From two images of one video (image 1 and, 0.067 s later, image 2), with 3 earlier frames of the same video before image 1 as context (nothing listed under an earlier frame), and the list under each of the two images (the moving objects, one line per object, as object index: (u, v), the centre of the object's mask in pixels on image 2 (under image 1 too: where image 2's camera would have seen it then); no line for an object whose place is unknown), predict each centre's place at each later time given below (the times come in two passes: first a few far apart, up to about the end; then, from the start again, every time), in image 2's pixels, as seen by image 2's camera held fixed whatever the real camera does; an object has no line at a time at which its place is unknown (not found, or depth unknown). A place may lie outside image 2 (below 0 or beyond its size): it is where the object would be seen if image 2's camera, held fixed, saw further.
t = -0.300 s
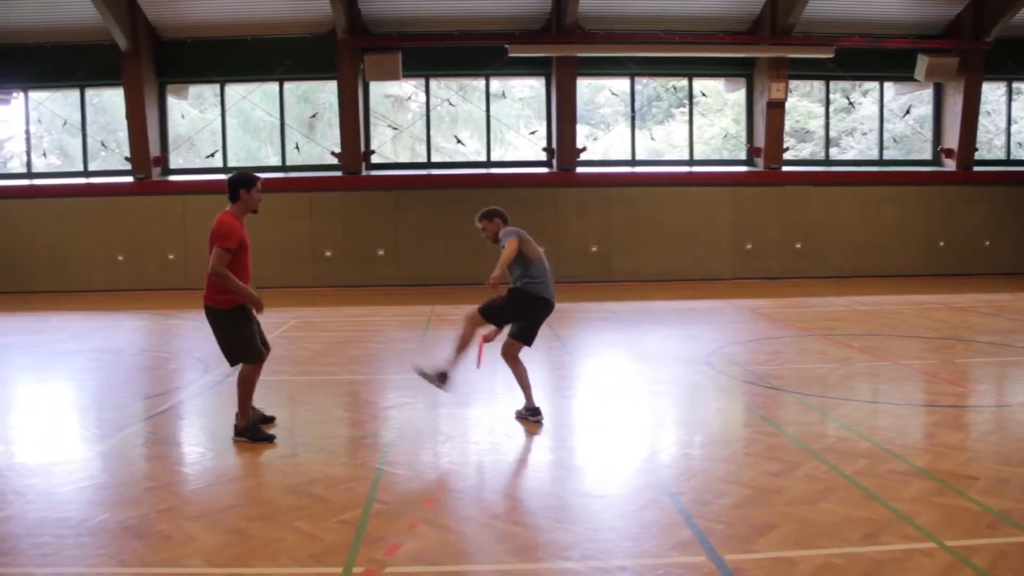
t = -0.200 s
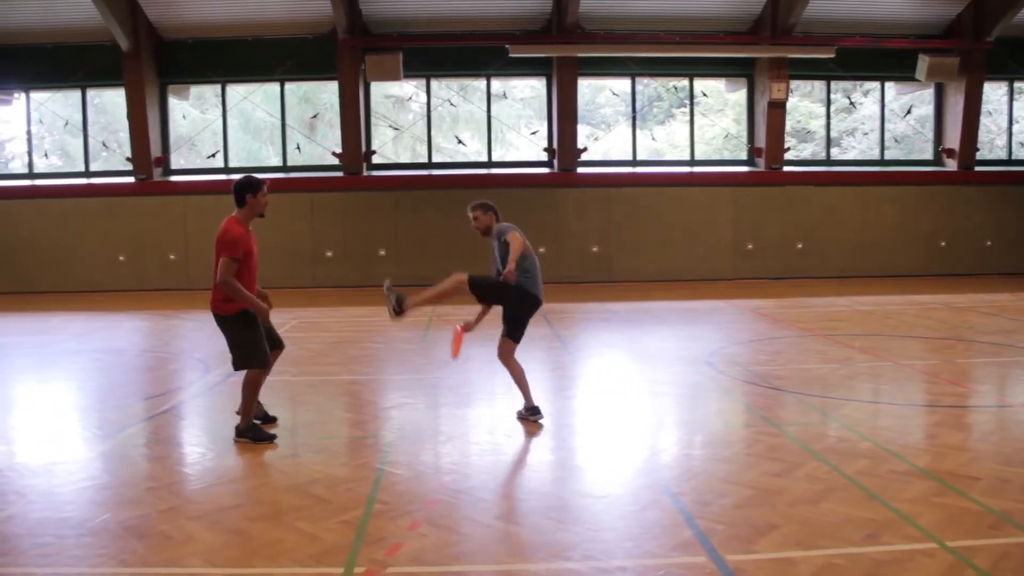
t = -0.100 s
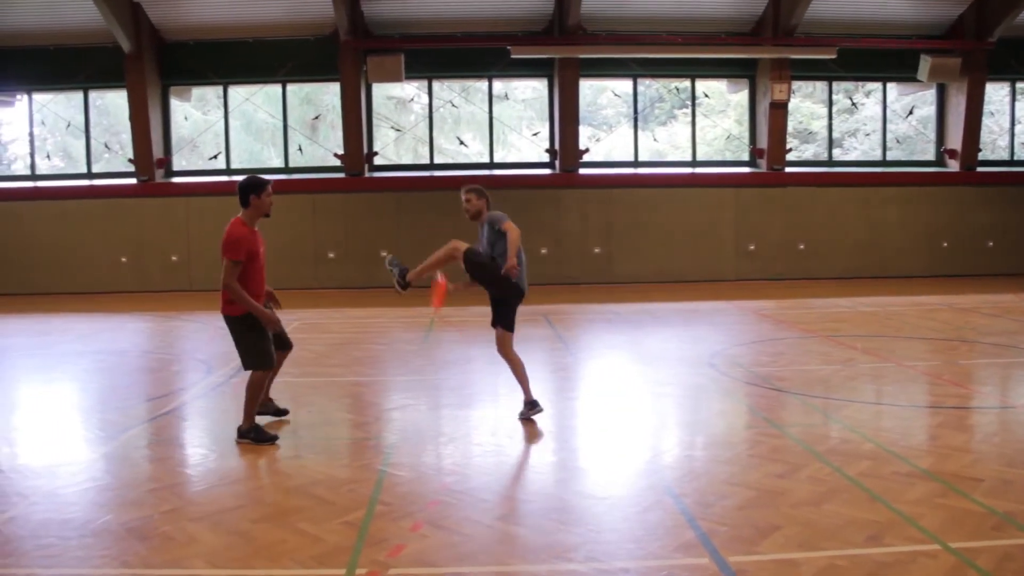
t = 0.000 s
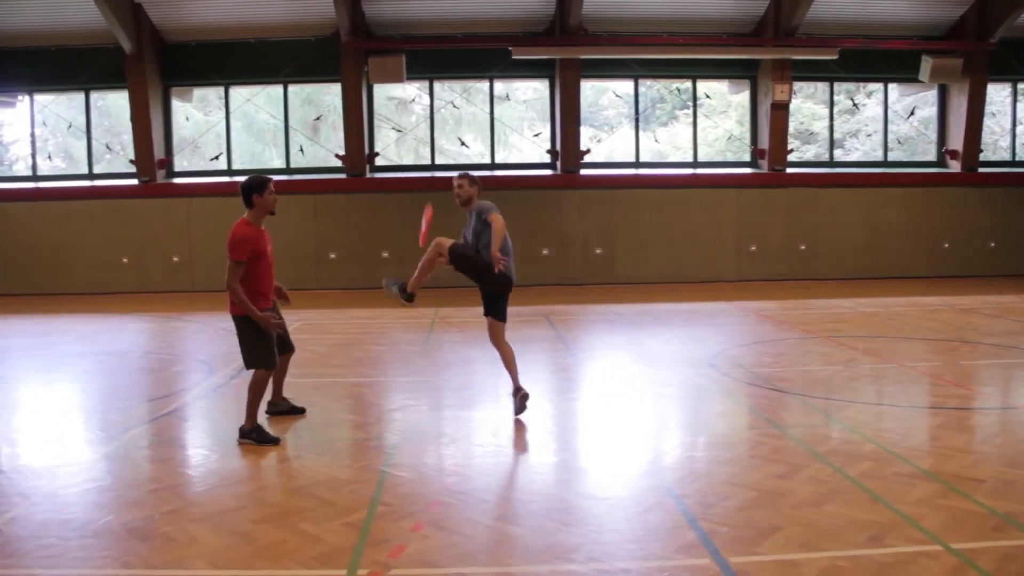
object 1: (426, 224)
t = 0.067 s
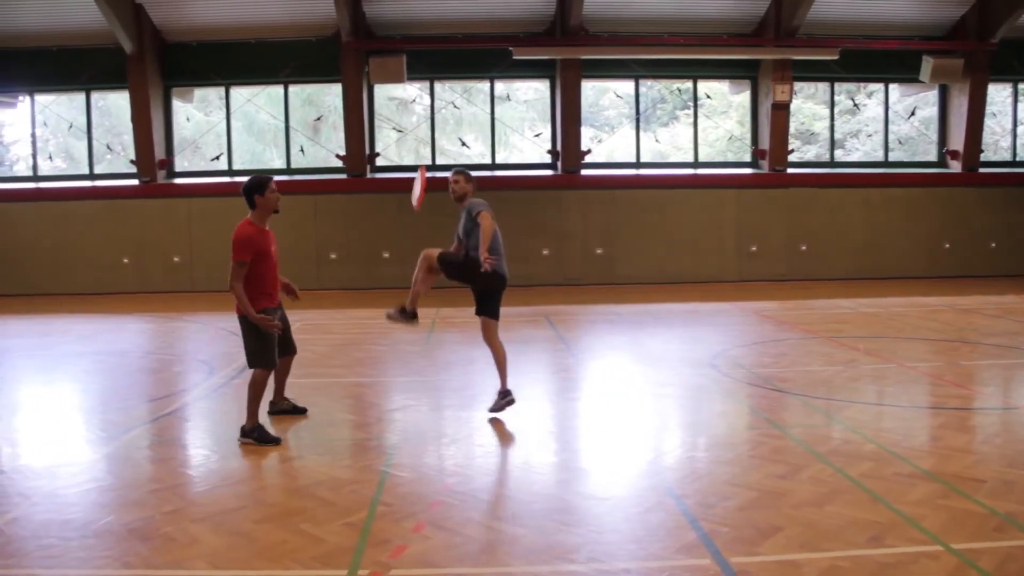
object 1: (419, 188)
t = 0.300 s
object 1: (400, 105)
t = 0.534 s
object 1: (386, 99)
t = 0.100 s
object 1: (415, 174)
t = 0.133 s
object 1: (413, 156)
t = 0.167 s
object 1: (410, 141)
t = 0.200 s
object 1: (408, 130)
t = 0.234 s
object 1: (406, 119)
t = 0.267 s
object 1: (402, 112)
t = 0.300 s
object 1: (400, 105)
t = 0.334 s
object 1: (398, 98)
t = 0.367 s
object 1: (396, 93)
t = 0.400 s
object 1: (394, 90)
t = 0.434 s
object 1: (392, 90)
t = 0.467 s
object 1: (390, 91)
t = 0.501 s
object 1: (387, 94)
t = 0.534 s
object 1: (386, 99)
